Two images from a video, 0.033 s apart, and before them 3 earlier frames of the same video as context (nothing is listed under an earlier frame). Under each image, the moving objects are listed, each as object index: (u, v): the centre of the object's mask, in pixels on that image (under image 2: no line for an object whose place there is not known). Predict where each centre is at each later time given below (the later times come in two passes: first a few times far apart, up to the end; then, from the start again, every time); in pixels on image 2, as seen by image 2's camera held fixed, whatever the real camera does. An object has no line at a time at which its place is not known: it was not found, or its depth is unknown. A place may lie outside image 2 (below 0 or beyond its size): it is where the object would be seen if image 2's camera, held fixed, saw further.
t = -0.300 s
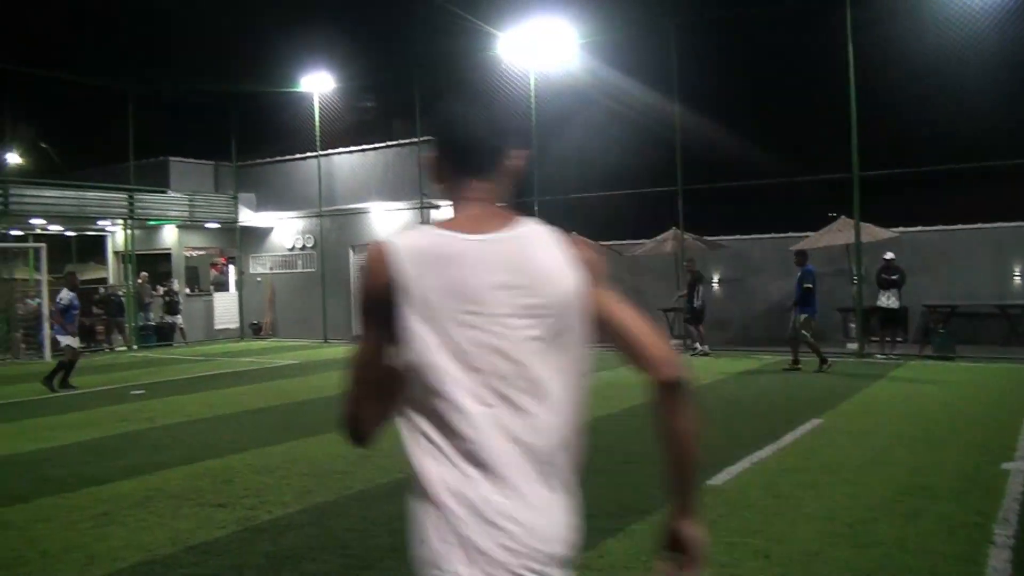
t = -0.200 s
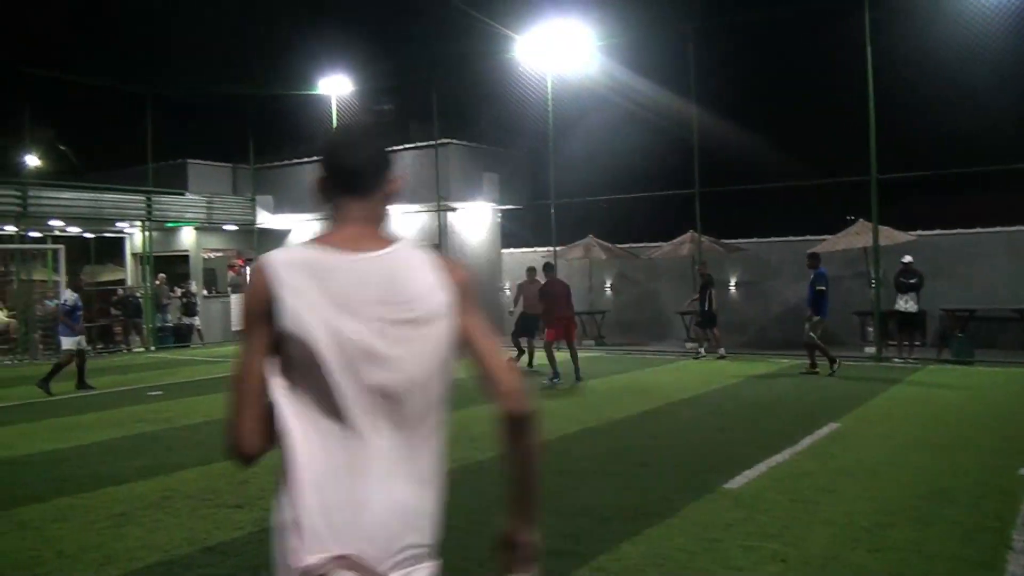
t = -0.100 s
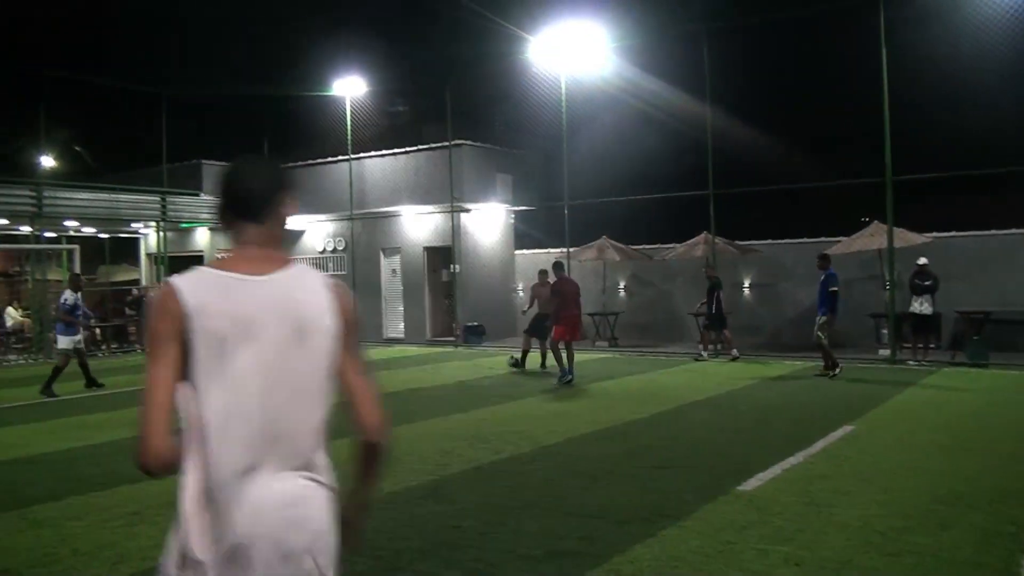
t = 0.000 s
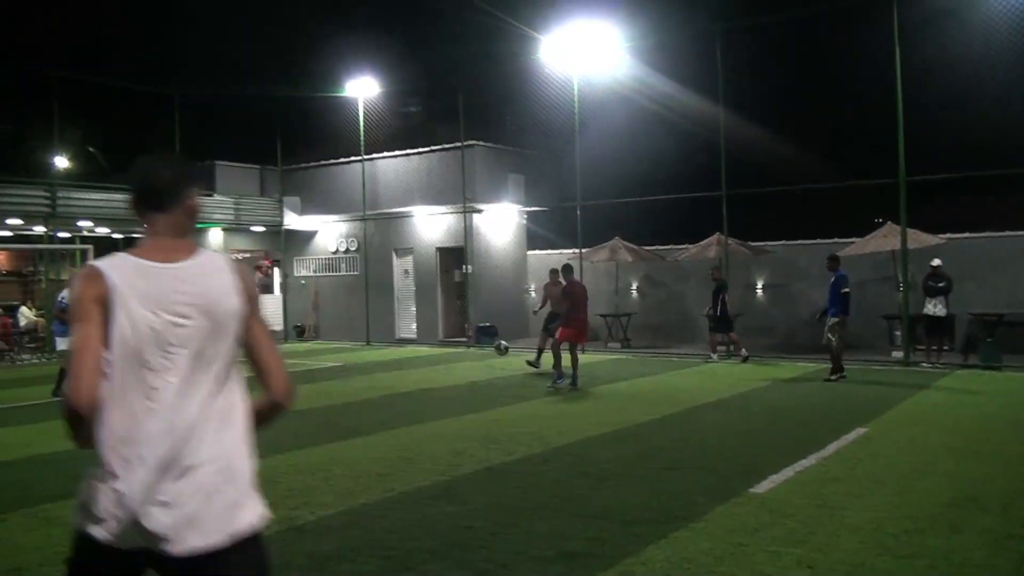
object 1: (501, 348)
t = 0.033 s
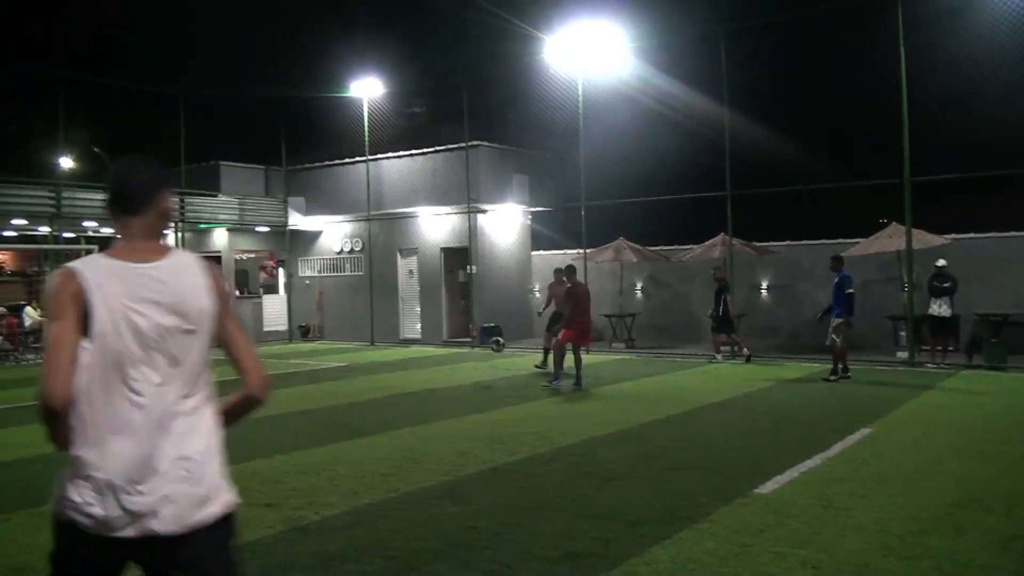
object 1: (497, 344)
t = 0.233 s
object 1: (440, 337)
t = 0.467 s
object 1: (348, 374)
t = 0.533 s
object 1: (311, 398)
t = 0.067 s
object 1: (488, 341)
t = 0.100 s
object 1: (478, 339)
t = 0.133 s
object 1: (470, 338)
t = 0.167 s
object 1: (461, 336)
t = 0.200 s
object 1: (450, 337)
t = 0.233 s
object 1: (440, 337)
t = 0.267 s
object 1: (430, 339)
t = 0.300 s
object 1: (417, 342)
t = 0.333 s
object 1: (406, 346)
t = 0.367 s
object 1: (393, 351)
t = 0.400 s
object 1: (379, 357)
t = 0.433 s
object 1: (364, 365)
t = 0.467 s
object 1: (348, 374)
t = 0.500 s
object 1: (330, 386)
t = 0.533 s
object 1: (311, 398)
